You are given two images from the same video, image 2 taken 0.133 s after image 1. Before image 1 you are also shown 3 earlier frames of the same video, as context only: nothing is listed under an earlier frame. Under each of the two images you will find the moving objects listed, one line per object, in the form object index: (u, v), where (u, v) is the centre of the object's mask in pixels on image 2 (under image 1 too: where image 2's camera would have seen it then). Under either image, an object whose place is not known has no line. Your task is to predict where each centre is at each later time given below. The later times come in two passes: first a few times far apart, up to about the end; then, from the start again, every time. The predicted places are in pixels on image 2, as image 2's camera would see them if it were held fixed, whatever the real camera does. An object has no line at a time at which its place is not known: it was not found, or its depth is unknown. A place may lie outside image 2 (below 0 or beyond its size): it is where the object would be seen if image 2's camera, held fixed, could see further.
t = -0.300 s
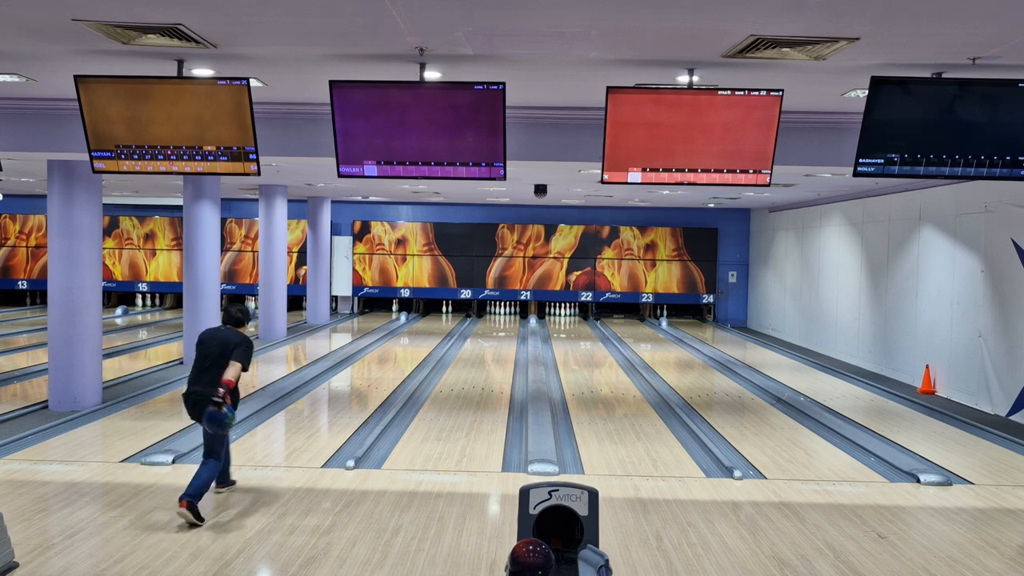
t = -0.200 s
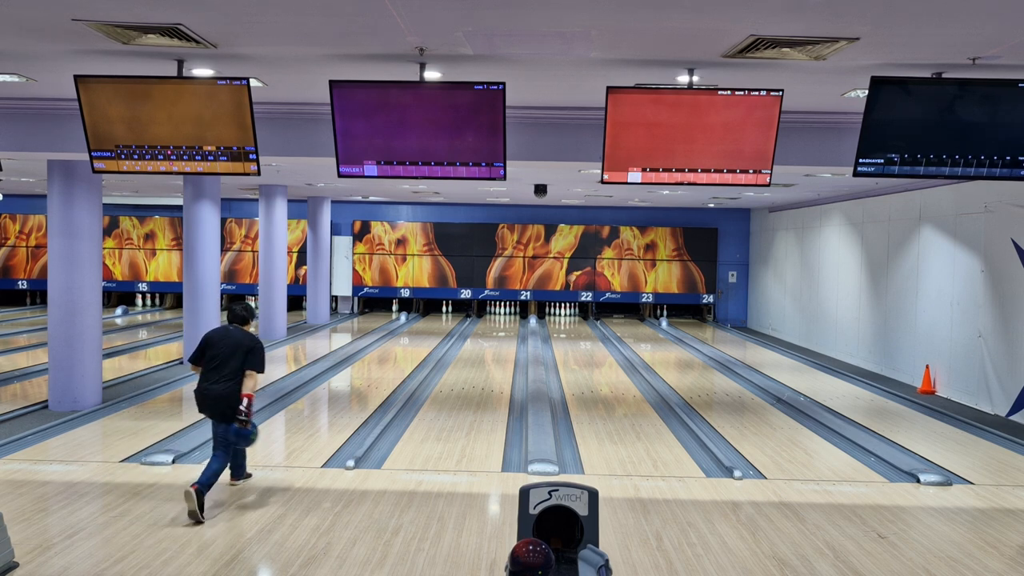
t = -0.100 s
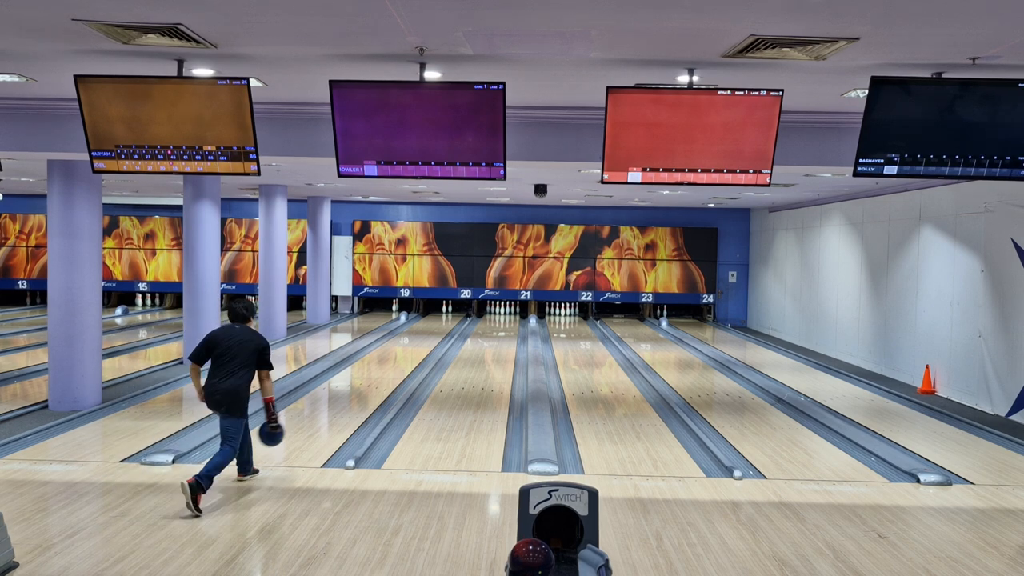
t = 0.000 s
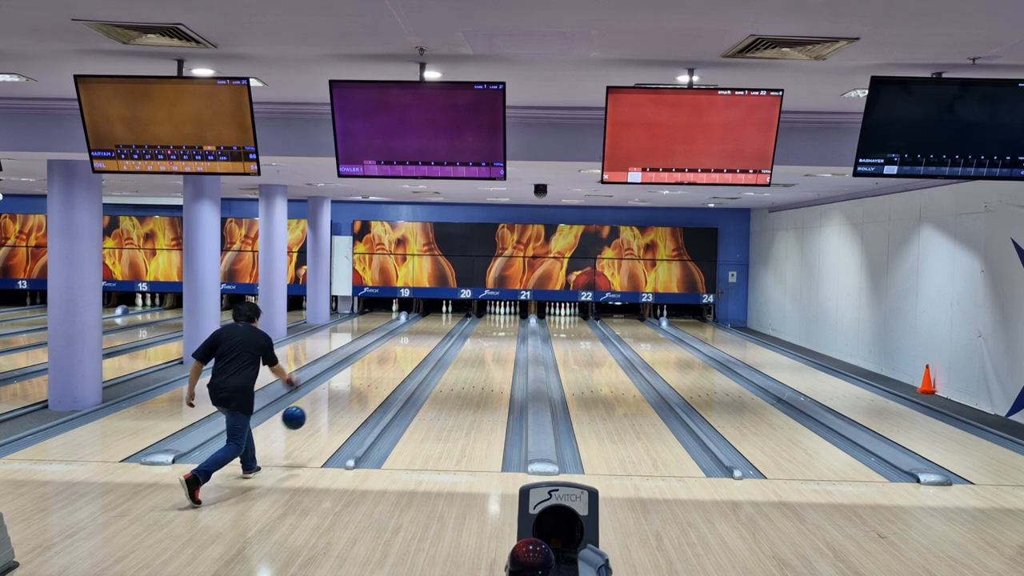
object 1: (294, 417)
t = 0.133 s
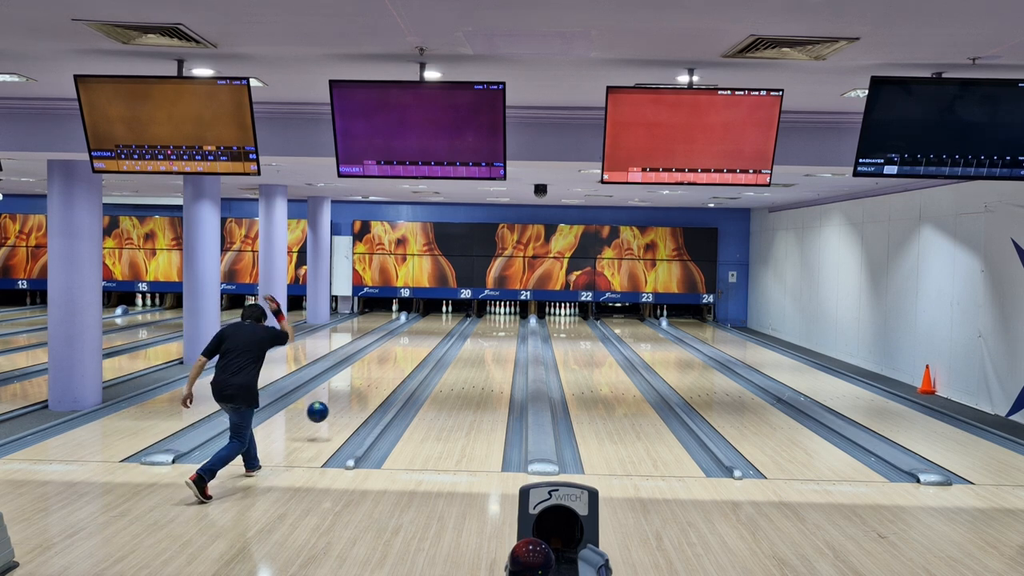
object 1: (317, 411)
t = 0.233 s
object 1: (332, 416)
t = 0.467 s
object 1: (359, 392)
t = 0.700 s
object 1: (379, 373)
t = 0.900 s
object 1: (392, 361)
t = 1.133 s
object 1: (405, 350)
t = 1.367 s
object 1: (415, 340)
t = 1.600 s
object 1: (423, 333)
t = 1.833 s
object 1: (429, 326)
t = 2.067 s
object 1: (434, 321)
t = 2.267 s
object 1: (437, 317)
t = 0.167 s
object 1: (322, 413)
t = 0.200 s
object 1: (327, 415)
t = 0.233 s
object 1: (332, 416)
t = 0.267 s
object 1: (336, 411)
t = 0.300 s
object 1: (341, 408)
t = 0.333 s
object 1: (345, 405)
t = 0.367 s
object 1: (348, 401)
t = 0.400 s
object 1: (352, 398)
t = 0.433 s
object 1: (356, 395)
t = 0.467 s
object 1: (359, 392)
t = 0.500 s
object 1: (362, 389)
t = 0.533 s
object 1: (365, 386)
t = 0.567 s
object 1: (368, 383)
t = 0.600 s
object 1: (371, 381)
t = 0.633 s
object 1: (374, 378)
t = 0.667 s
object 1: (376, 376)
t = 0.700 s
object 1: (379, 373)
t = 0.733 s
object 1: (381, 371)
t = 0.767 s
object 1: (384, 369)
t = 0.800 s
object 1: (386, 367)
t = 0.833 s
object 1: (388, 365)
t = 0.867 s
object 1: (390, 363)
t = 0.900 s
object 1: (392, 361)
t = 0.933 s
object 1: (394, 359)
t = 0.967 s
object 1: (396, 358)
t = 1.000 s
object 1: (398, 356)
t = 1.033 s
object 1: (400, 354)
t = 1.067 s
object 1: (401, 353)
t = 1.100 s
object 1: (403, 351)
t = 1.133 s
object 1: (405, 350)
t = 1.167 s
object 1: (406, 348)
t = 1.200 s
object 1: (408, 347)
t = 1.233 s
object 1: (409, 345)
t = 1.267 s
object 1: (410, 344)
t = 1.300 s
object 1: (412, 343)
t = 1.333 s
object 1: (414, 342)
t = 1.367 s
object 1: (415, 340)
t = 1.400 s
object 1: (416, 339)
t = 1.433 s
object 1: (417, 338)
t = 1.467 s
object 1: (418, 337)
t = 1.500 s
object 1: (420, 336)
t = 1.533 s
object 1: (420, 335)
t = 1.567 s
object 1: (422, 334)
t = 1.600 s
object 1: (423, 333)
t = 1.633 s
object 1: (424, 332)
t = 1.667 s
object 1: (425, 331)
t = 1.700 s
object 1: (426, 330)
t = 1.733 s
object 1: (427, 329)
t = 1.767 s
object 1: (427, 328)
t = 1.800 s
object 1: (428, 327)
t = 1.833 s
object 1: (429, 326)
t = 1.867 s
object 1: (430, 326)
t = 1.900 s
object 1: (431, 325)
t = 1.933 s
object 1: (432, 324)
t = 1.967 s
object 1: (432, 323)
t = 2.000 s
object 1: (433, 322)
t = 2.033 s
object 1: (433, 322)
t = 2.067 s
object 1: (434, 321)
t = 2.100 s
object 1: (435, 320)
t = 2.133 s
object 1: (435, 319)
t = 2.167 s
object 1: (436, 319)
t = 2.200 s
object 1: (436, 319)
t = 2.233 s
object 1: (437, 318)
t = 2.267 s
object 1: (437, 317)
